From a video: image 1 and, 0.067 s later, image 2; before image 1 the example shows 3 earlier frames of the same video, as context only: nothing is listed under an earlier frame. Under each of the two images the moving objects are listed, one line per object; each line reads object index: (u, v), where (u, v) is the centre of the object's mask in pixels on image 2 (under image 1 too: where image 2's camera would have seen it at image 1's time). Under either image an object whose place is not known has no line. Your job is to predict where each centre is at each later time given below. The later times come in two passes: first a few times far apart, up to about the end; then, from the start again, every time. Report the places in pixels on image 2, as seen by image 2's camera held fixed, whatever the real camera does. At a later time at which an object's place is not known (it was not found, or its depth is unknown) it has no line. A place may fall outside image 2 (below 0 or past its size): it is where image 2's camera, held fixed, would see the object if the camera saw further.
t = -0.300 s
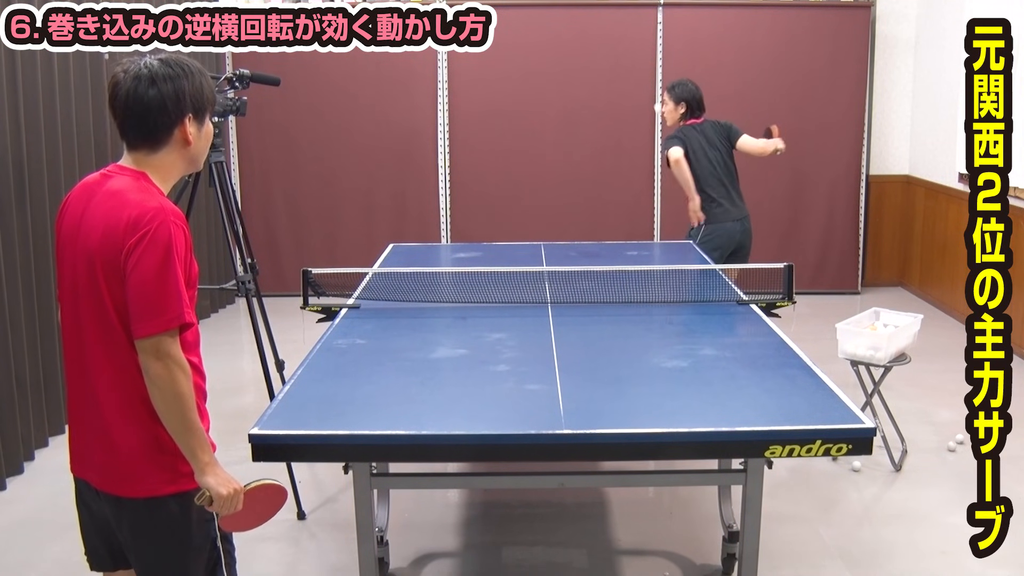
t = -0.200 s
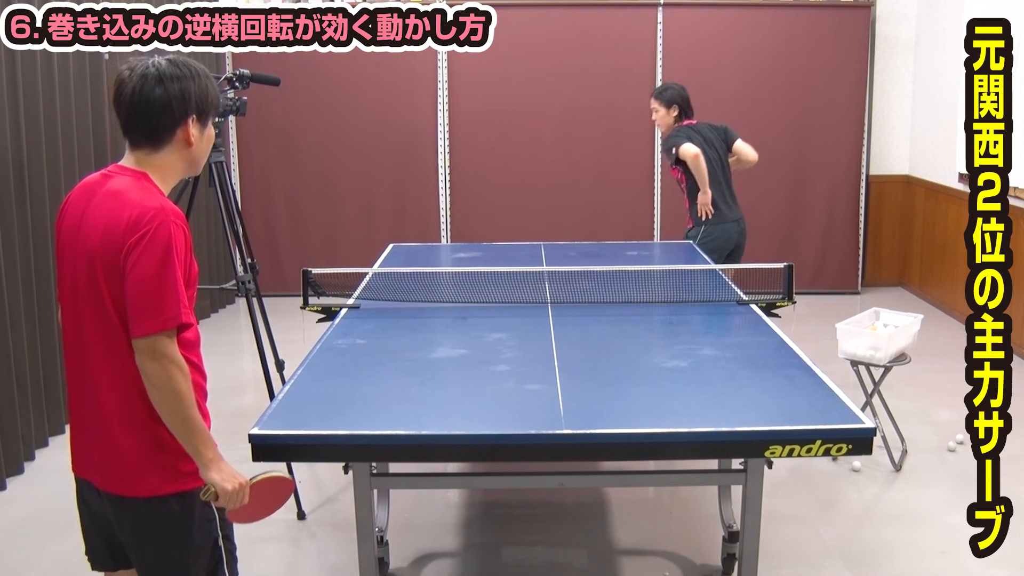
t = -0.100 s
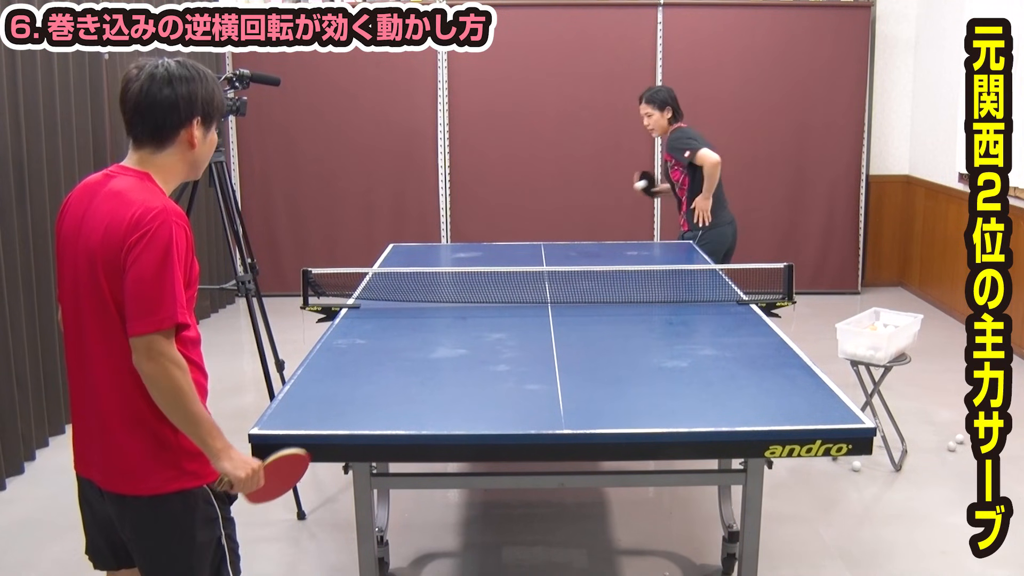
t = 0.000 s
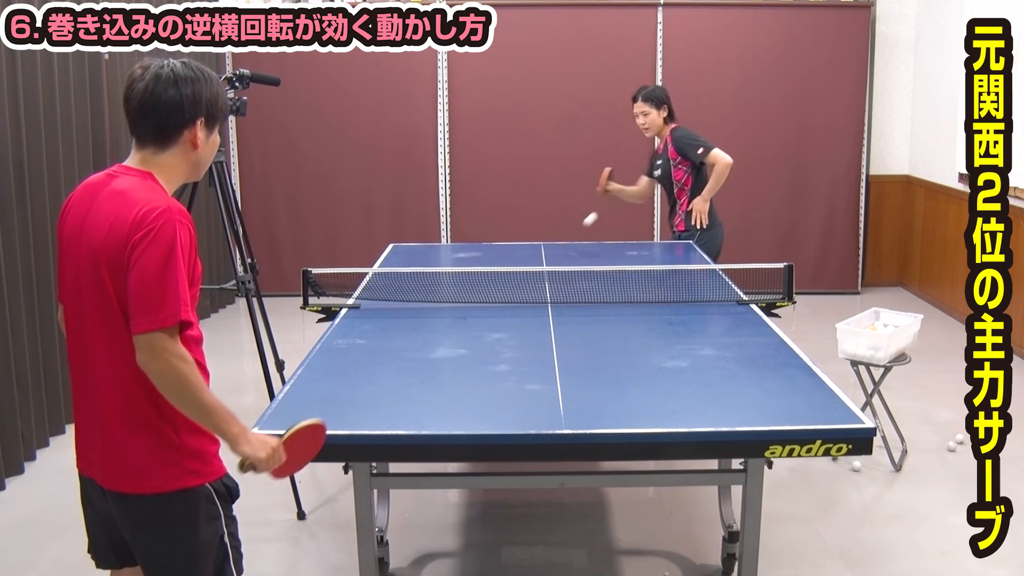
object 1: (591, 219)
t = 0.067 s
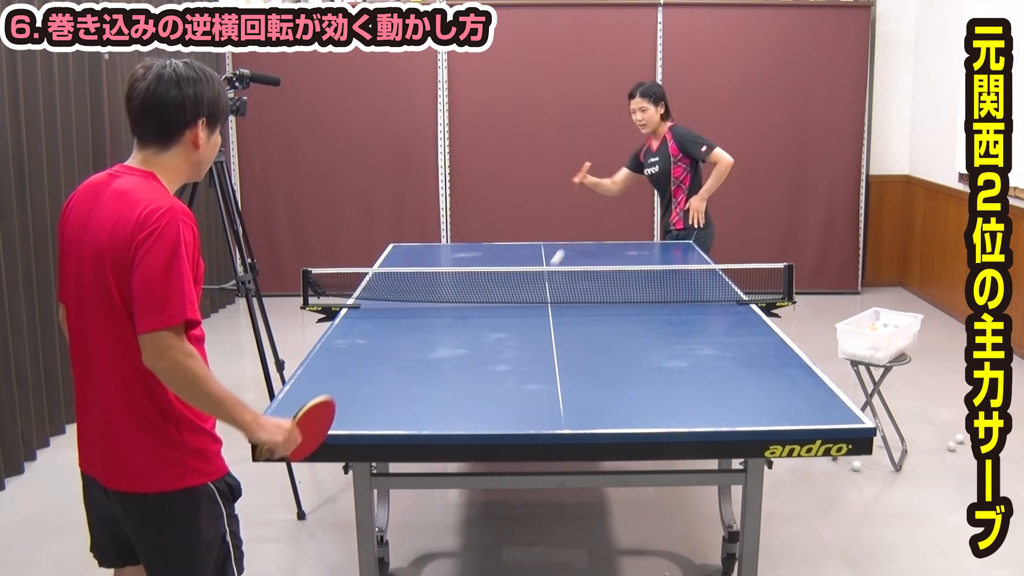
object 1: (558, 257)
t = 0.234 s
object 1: (498, 241)
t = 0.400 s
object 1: (441, 293)
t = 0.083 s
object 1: (550, 262)
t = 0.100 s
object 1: (544, 258)
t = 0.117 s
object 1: (538, 254)
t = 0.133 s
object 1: (533, 250)
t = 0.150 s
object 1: (527, 247)
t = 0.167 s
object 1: (521, 245)
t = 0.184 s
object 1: (515, 242)
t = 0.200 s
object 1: (510, 241)
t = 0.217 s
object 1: (504, 241)
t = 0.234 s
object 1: (498, 241)
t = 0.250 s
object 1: (492, 242)
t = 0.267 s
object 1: (487, 244)
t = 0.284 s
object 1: (481, 247)
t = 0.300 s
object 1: (475, 250)
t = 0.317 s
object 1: (469, 255)
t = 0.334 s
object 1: (464, 260)
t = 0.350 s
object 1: (458, 266)
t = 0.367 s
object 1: (452, 275)
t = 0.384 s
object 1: (447, 283)
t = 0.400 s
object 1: (441, 293)
